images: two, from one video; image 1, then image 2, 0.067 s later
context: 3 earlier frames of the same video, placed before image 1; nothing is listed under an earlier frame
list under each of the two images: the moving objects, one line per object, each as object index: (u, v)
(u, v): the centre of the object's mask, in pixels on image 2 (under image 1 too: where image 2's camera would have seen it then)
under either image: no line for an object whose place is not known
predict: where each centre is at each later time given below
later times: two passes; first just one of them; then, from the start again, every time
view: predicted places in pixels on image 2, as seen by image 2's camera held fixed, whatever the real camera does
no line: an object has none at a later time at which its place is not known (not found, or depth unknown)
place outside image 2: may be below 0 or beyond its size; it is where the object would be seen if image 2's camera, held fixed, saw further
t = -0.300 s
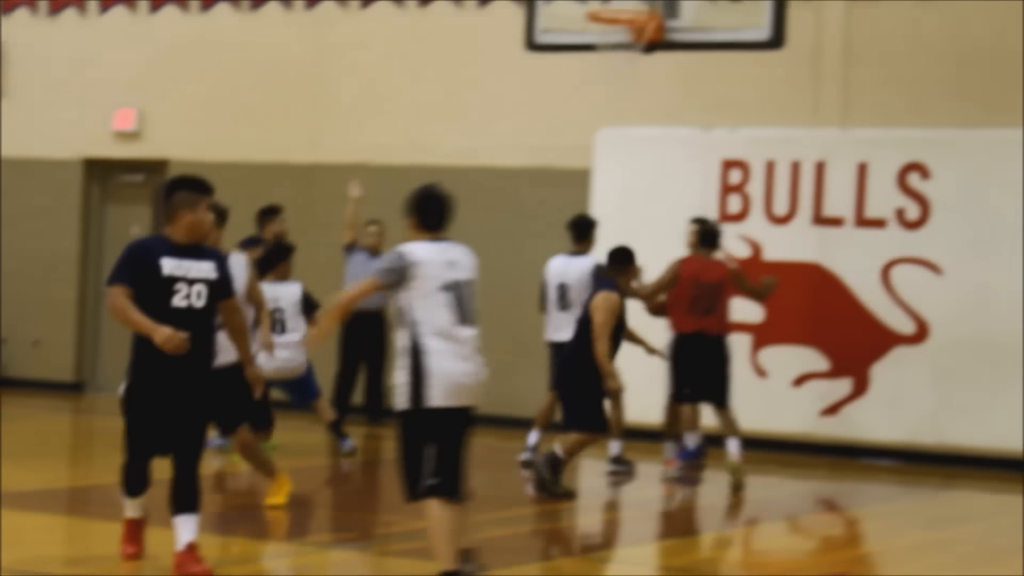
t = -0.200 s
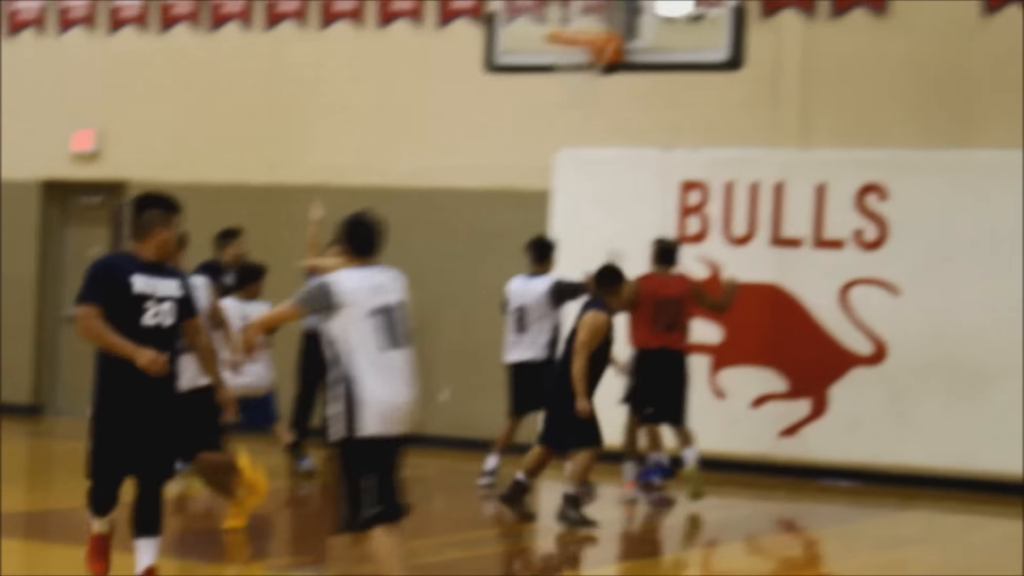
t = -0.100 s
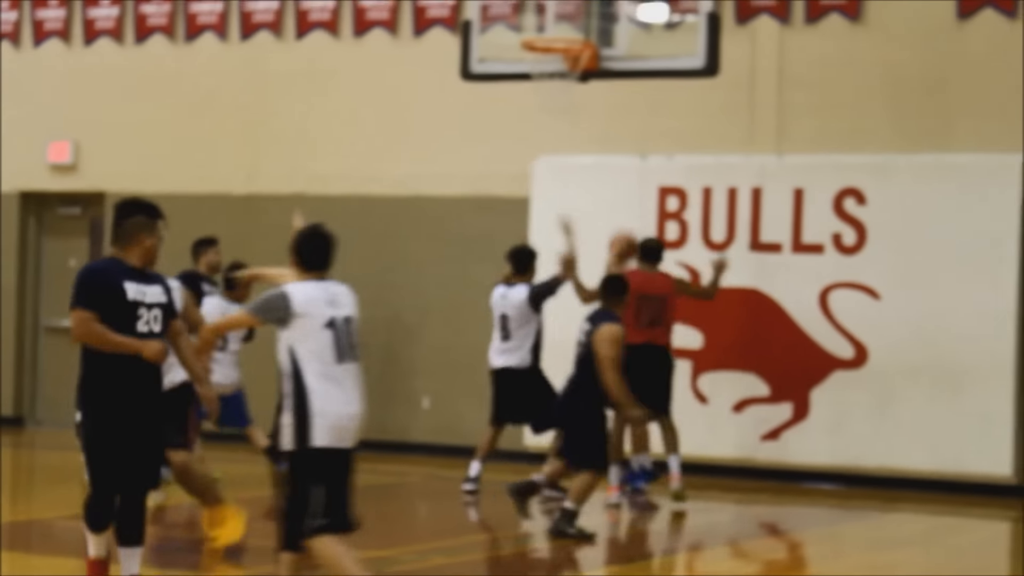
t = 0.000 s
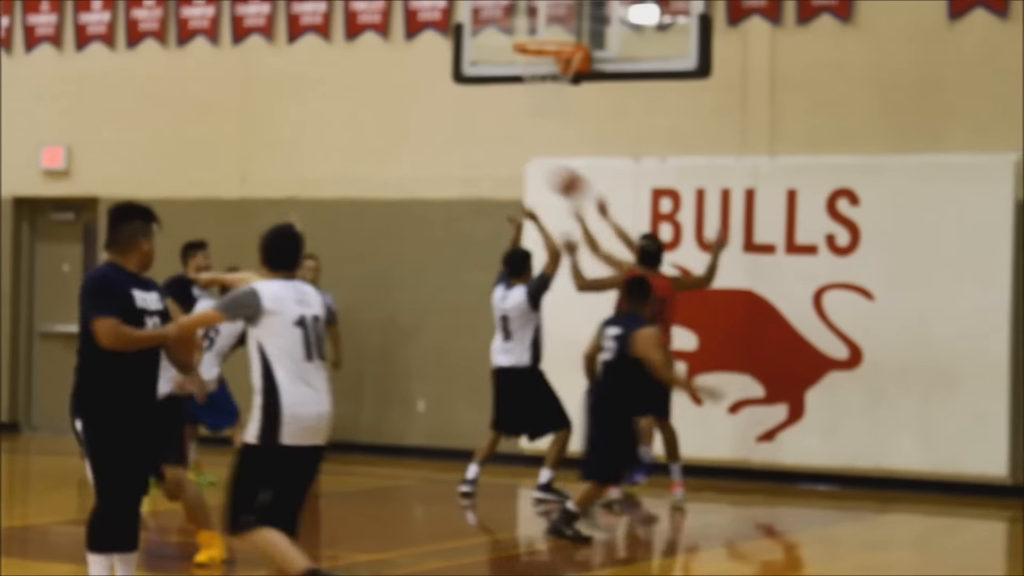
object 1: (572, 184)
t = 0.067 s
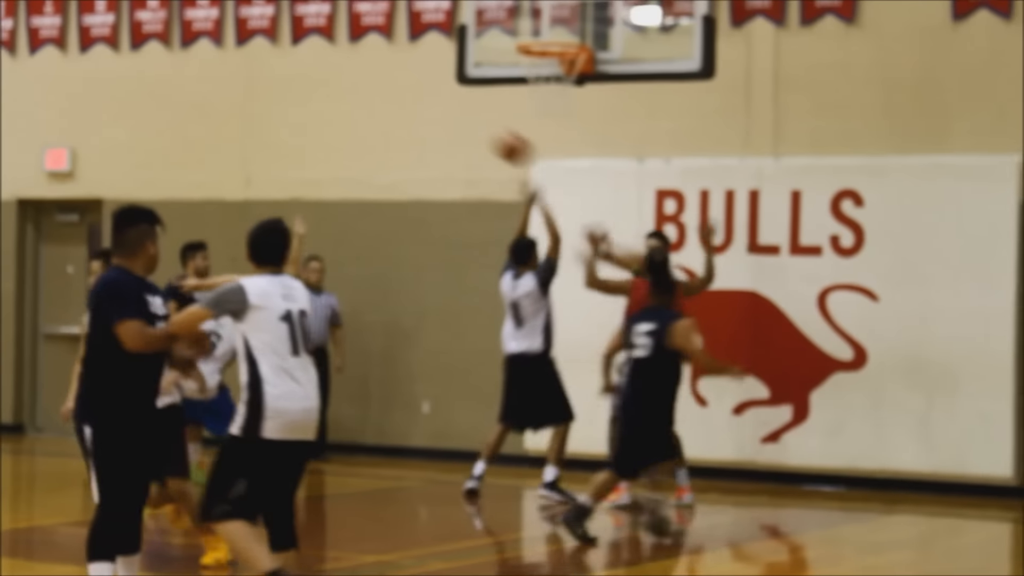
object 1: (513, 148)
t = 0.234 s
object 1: (349, 76)
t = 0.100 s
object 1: (482, 131)
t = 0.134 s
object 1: (450, 116)
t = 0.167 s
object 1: (417, 102)
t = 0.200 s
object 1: (383, 87)
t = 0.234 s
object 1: (349, 76)
